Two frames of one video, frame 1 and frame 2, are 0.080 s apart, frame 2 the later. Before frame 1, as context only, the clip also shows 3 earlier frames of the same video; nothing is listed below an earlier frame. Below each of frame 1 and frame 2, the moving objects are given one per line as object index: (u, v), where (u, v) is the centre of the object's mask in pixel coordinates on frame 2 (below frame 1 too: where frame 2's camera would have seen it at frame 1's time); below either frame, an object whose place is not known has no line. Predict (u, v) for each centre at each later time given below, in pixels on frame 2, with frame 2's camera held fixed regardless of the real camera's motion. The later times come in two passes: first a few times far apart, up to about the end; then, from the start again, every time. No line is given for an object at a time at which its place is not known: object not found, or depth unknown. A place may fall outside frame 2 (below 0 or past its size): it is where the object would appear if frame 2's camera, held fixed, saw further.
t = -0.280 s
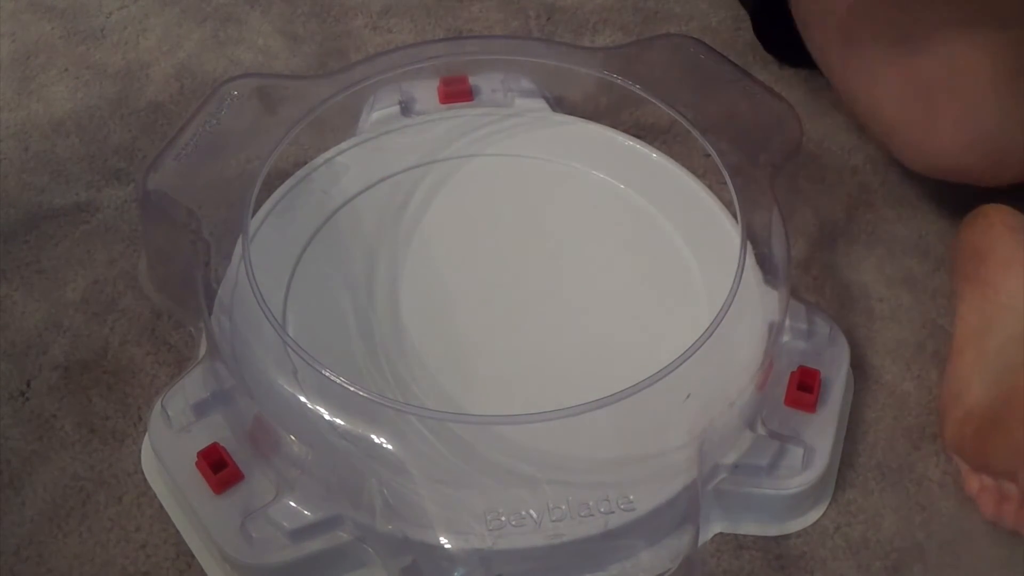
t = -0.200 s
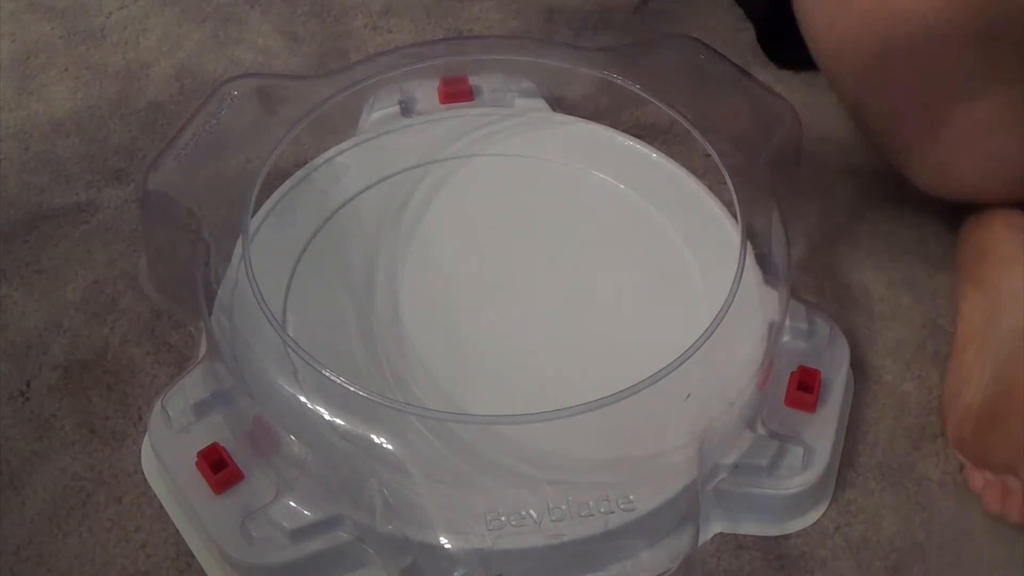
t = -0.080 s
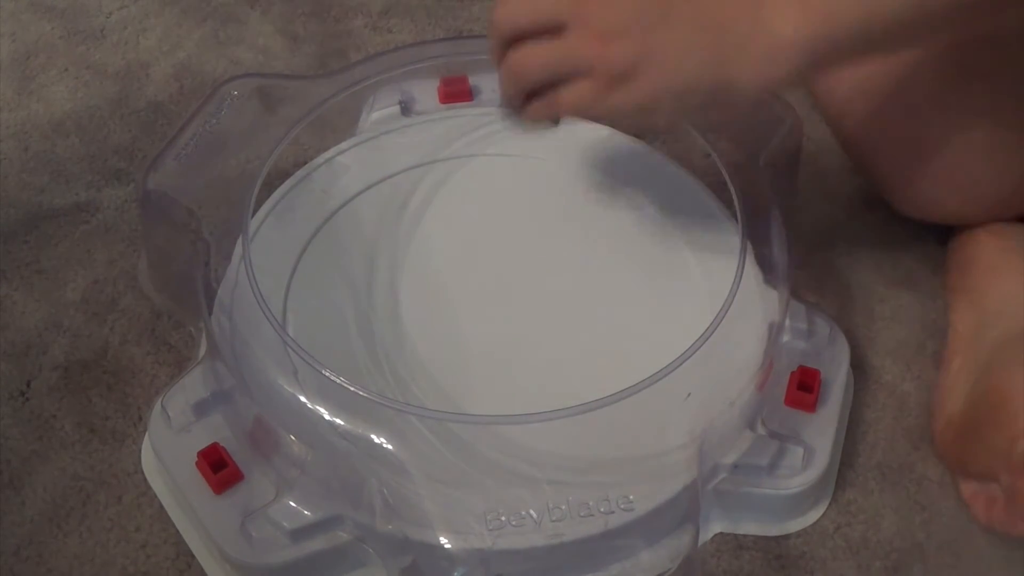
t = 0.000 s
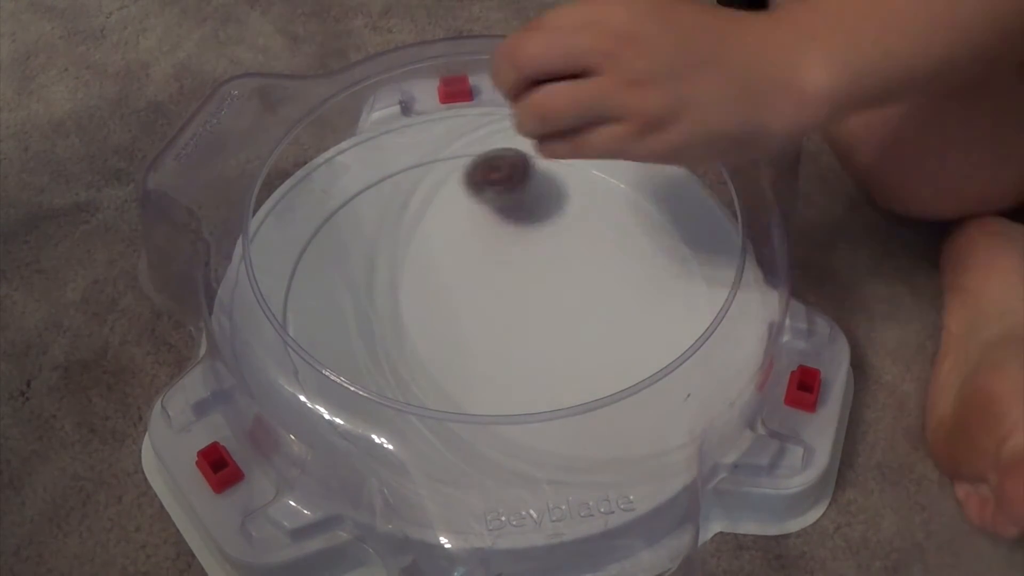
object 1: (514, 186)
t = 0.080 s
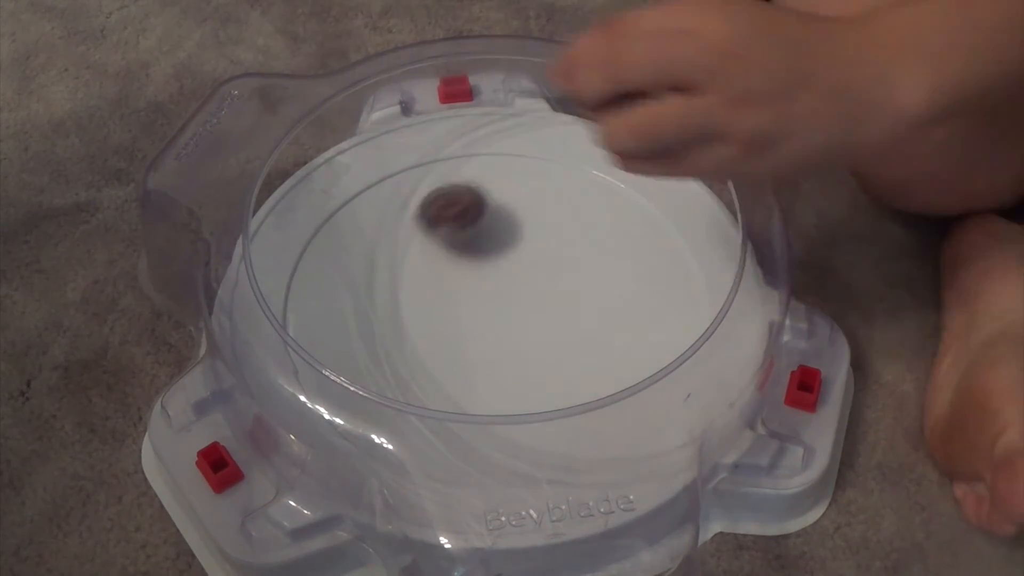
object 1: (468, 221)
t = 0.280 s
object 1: (391, 365)
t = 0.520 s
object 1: (550, 458)
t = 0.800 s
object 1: (619, 297)
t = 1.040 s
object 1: (390, 241)
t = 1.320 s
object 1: (367, 366)
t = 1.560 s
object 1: (529, 427)
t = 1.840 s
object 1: (539, 222)
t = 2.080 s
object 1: (386, 187)
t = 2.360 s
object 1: (345, 342)
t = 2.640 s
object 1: (593, 313)
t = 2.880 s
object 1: (593, 170)
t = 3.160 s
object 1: (408, 174)
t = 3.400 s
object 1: (446, 330)
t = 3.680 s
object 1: (687, 306)
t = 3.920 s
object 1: (628, 178)
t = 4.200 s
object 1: (452, 235)
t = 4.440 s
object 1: (511, 416)
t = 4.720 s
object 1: (679, 318)
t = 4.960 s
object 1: (524, 256)
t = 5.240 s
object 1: (387, 384)
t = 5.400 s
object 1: (491, 463)
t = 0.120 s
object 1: (446, 244)
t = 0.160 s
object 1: (424, 271)
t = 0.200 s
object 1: (406, 301)
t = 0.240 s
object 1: (394, 334)
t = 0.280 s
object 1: (391, 365)
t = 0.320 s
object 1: (391, 404)
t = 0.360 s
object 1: (401, 439)
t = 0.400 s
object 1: (433, 454)
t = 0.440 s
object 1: (471, 460)
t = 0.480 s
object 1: (509, 463)
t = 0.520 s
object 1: (550, 458)
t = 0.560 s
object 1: (589, 448)
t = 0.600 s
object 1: (621, 430)
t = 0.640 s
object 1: (648, 407)
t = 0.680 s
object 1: (660, 380)
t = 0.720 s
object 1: (658, 351)
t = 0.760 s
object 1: (644, 322)
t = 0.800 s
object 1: (619, 297)
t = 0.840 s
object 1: (586, 277)
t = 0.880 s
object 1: (549, 262)
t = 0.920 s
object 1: (508, 251)
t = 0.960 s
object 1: (467, 244)
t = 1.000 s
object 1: (427, 241)
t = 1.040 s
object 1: (390, 241)
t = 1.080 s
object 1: (357, 246)
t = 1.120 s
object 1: (328, 254)
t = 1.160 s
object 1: (313, 270)
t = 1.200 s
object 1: (320, 295)
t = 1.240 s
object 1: (332, 321)
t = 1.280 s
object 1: (329, 332)
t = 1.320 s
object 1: (367, 366)
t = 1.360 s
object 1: (382, 390)
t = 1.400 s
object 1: (403, 412)
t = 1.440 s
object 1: (428, 431)
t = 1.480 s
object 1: (458, 442)
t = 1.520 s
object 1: (494, 440)
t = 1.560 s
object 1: (529, 427)
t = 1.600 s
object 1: (554, 404)
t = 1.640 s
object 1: (569, 373)
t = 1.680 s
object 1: (579, 344)
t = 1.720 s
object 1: (578, 310)
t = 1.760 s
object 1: (570, 277)
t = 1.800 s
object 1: (557, 248)
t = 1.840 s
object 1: (539, 222)
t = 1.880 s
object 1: (517, 201)
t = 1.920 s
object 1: (491, 182)
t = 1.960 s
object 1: (464, 170)
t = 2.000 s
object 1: (434, 162)
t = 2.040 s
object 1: (406, 166)
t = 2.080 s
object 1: (386, 187)
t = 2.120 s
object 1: (368, 210)
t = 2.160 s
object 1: (350, 233)
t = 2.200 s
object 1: (332, 252)
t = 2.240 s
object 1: (317, 271)
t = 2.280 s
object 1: (316, 296)
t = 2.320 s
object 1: (325, 320)
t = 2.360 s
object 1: (345, 342)
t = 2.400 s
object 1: (372, 359)
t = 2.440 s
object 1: (407, 371)
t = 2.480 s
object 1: (449, 377)
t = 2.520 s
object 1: (492, 373)
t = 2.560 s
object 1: (531, 359)
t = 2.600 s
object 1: (566, 338)
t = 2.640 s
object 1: (593, 313)
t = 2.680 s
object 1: (611, 287)
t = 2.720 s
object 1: (621, 262)
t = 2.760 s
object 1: (624, 237)
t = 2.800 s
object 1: (619, 214)
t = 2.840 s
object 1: (609, 192)
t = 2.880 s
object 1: (593, 170)
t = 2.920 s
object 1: (574, 151)
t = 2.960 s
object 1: (545, 147)
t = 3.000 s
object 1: (517, 145)
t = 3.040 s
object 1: (488, 146)
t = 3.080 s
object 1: (461, 153)
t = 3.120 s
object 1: (435, 162)
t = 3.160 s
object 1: (408, 174)
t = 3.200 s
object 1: (389, 193)
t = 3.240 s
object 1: (377, 218)
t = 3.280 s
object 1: (377, 246)
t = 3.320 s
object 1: (390, 276)
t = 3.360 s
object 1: (413, 305)
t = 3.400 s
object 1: (446, 330)
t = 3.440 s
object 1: (485, 349)
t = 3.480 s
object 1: (528, 360)
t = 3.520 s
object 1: (571, 364)
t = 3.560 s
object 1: (610, 357)
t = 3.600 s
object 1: (643, 345)
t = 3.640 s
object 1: (668, 328)
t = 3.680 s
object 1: (687, 306)
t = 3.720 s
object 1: (699, 281)
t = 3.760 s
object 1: (697, 255)
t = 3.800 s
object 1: (680, 234)
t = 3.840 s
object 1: (662, 215)
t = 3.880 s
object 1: (645, 196)
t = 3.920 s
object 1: (628, 178)
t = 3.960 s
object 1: (607, 167)
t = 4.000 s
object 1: (581, 160)
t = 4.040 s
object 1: (552, 161)
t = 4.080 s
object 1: (523, 170)
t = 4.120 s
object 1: (494, 186)
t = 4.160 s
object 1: (470, 209)
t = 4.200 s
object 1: (452, 235)
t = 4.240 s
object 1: (443, 265)
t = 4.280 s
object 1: (440, 298)
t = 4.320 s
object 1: (445, 333)
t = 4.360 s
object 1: (460, 366)
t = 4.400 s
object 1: (483, 393)
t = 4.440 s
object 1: (511, 416)
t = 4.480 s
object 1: (547, 430)
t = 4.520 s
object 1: (585, 432)
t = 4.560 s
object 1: (621, 426)
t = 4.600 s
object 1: (659, 410)
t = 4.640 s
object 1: (670, 378)
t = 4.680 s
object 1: (678, 346)
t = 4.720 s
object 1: (679, 318)
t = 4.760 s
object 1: (672, 294)
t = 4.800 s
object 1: (654, 275)
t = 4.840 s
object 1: (628, 262)
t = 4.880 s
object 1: (596, 254)
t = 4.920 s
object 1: (560, 253)
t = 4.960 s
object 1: (524, 256)
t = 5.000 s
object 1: (491, 265)
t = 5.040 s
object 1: (460, 278)
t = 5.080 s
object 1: (433, 294)
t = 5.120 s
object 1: (410, 315)
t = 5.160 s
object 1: (377, 325)
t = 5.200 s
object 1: (370, 350)
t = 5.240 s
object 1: (387, 384)
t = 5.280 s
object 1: (395, 416)
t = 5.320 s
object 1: (418, 444)
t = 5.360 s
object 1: (452, 456)
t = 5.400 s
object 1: (491, 463)
